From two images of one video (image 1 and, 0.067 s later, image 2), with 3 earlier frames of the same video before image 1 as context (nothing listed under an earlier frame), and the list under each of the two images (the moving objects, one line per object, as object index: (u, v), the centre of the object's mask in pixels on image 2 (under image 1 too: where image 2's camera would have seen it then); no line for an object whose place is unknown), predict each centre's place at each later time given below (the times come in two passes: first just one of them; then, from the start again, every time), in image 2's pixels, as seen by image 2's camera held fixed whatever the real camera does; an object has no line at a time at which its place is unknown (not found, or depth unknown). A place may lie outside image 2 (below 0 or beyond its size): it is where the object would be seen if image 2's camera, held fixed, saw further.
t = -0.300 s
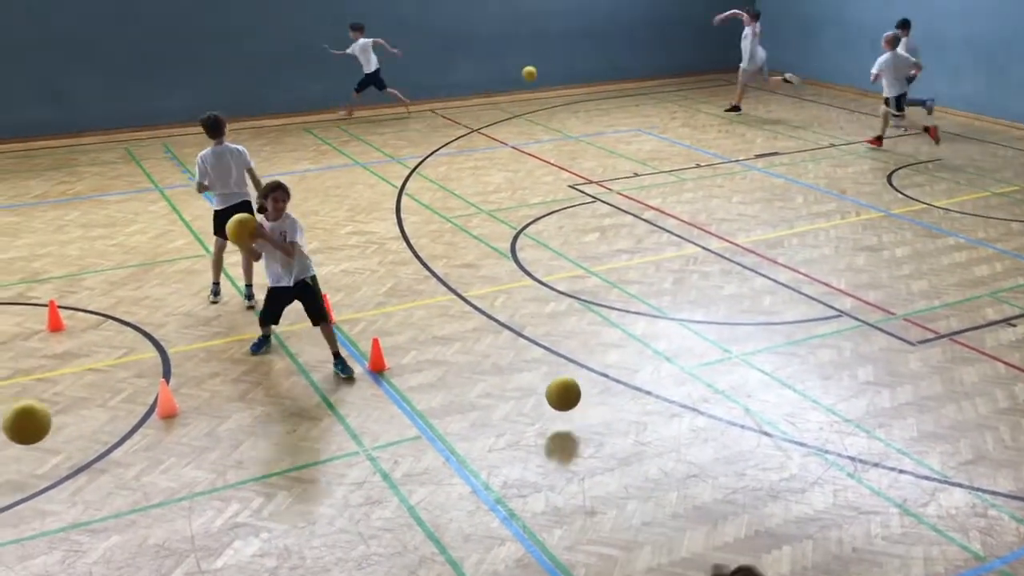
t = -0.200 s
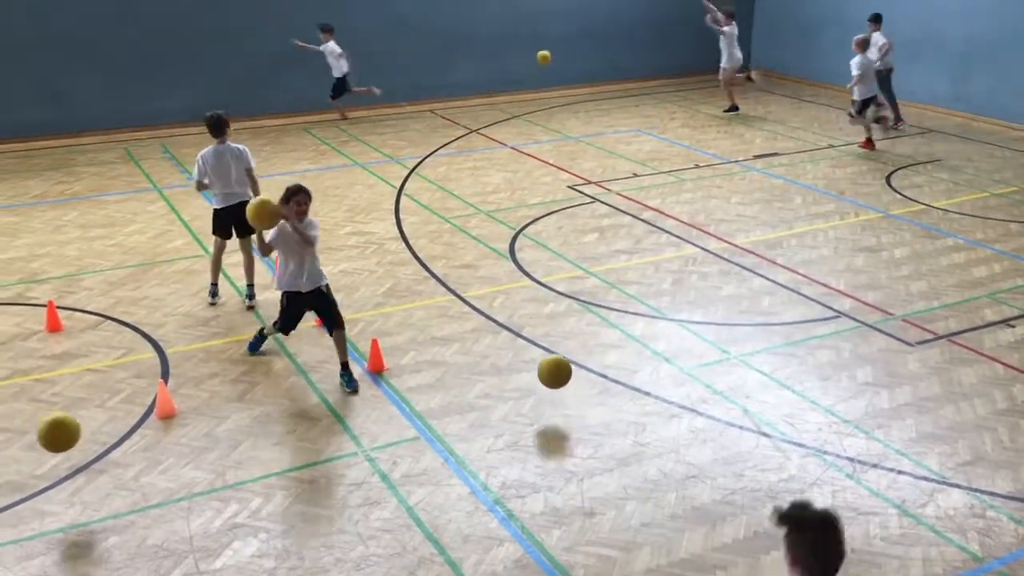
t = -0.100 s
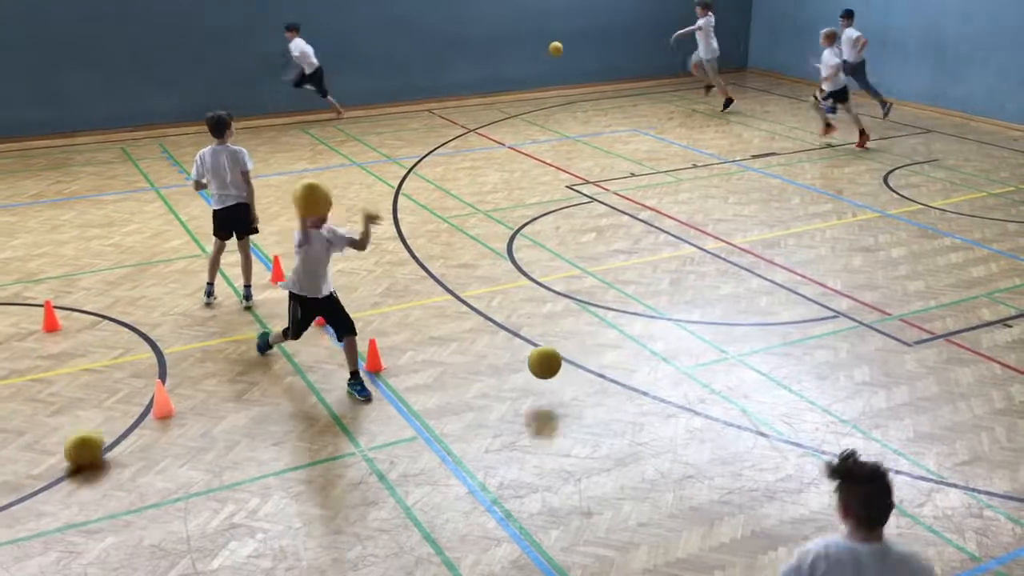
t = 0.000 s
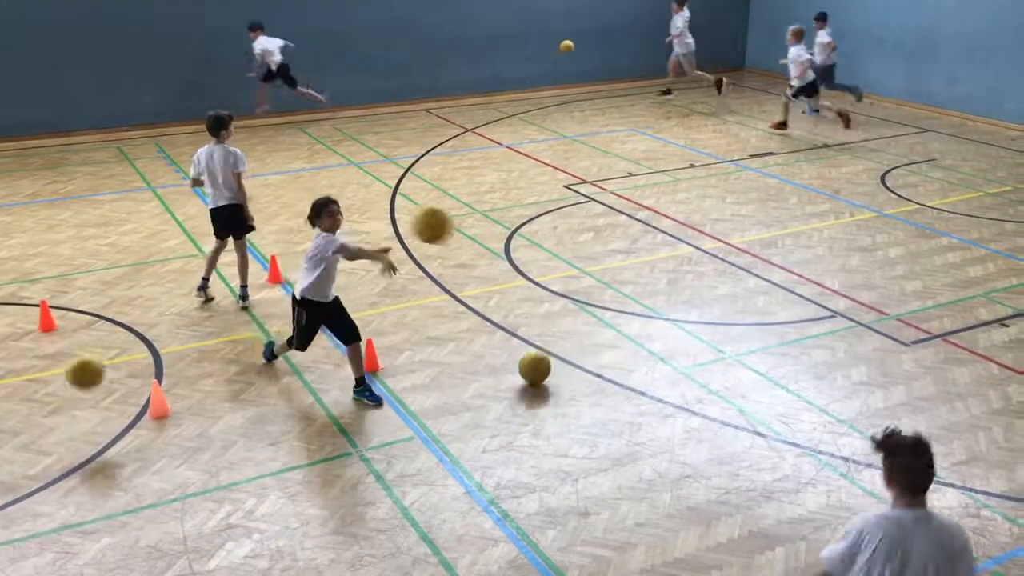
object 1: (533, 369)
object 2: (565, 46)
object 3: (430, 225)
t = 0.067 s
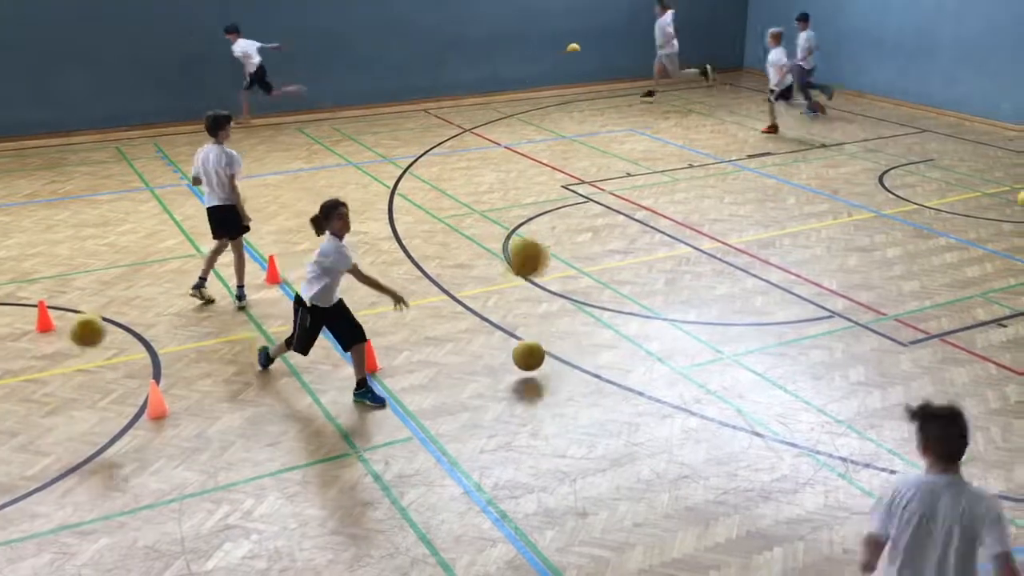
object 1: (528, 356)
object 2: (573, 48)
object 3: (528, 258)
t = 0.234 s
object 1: (518, 328)
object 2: (592, 69)
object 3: (795, 388)
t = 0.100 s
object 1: (527, 348)
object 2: (577, 53)
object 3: (577, 278)
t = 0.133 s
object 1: (525, 341)
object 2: (581, 56)
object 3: (628, 300)
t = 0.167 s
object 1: (523, 335)
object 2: (585, 61)
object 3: (681, 326)
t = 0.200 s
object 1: (521, 331)
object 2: (588, 65)
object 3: (736, 355)
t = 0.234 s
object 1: (518, 328)
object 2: (592, 69)
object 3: (795, 388)
